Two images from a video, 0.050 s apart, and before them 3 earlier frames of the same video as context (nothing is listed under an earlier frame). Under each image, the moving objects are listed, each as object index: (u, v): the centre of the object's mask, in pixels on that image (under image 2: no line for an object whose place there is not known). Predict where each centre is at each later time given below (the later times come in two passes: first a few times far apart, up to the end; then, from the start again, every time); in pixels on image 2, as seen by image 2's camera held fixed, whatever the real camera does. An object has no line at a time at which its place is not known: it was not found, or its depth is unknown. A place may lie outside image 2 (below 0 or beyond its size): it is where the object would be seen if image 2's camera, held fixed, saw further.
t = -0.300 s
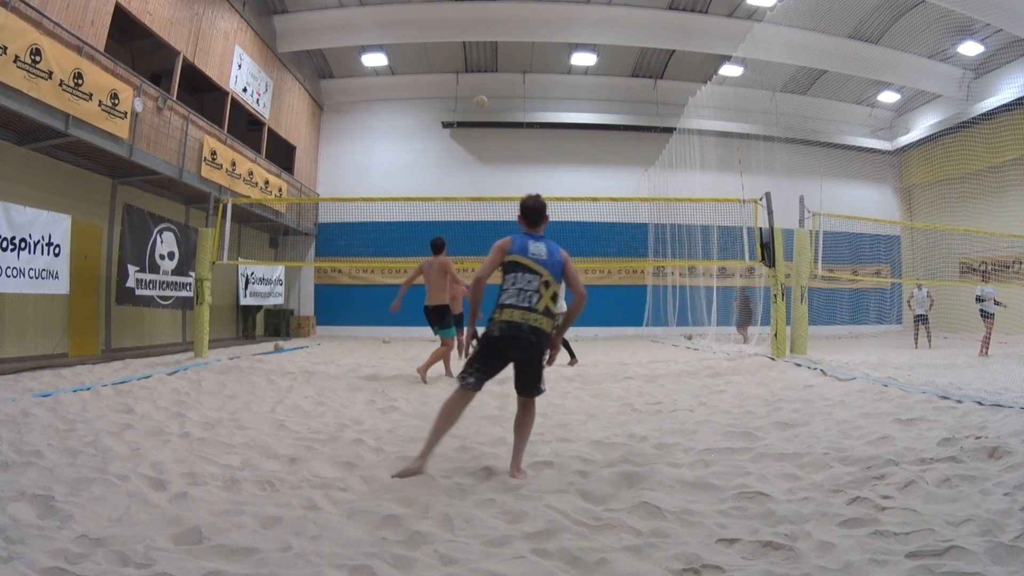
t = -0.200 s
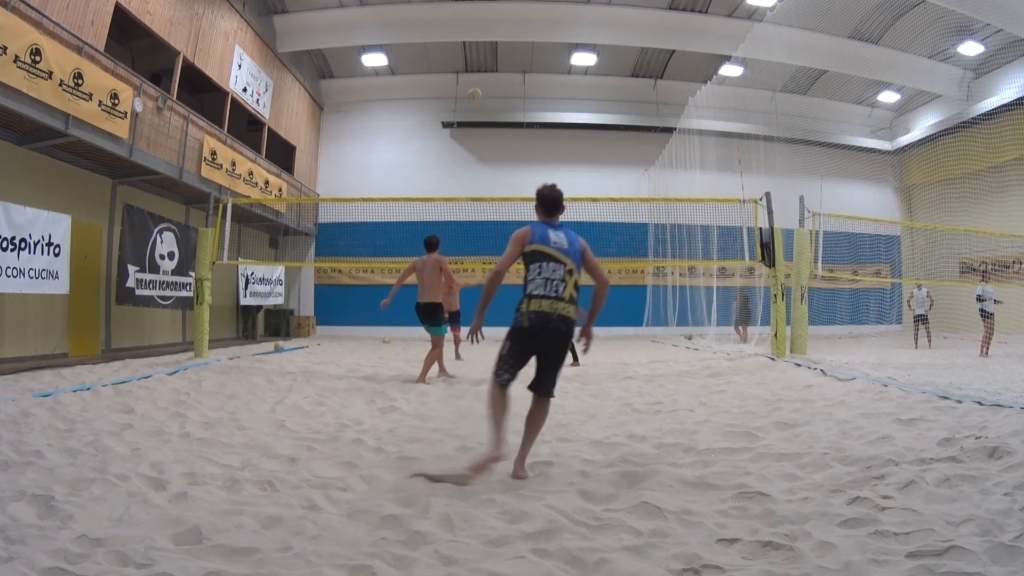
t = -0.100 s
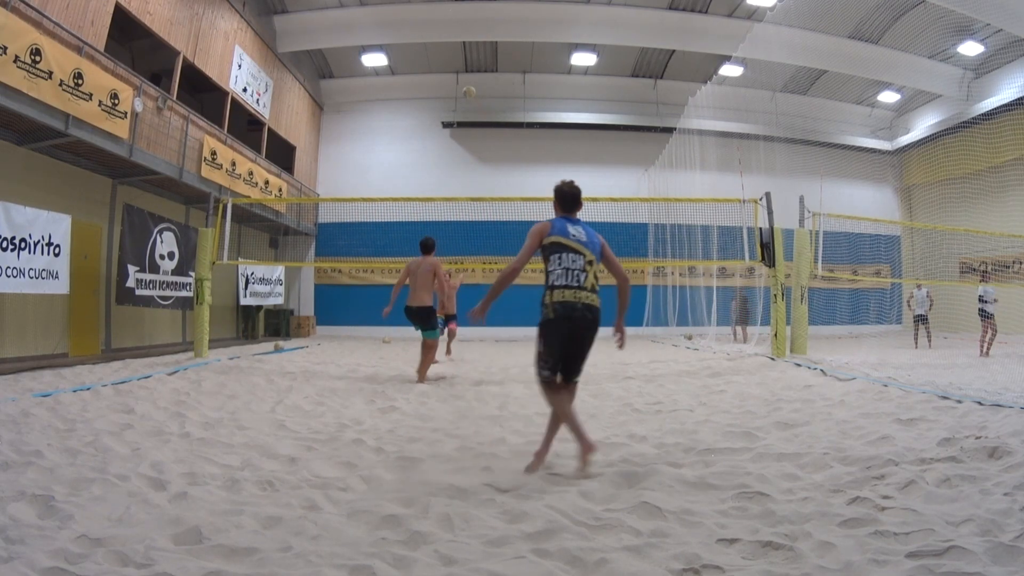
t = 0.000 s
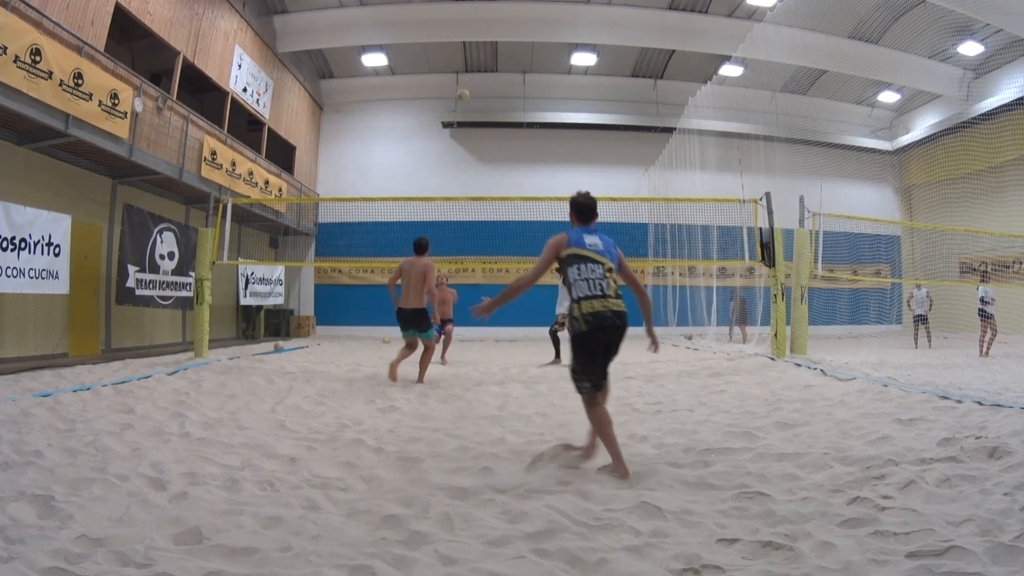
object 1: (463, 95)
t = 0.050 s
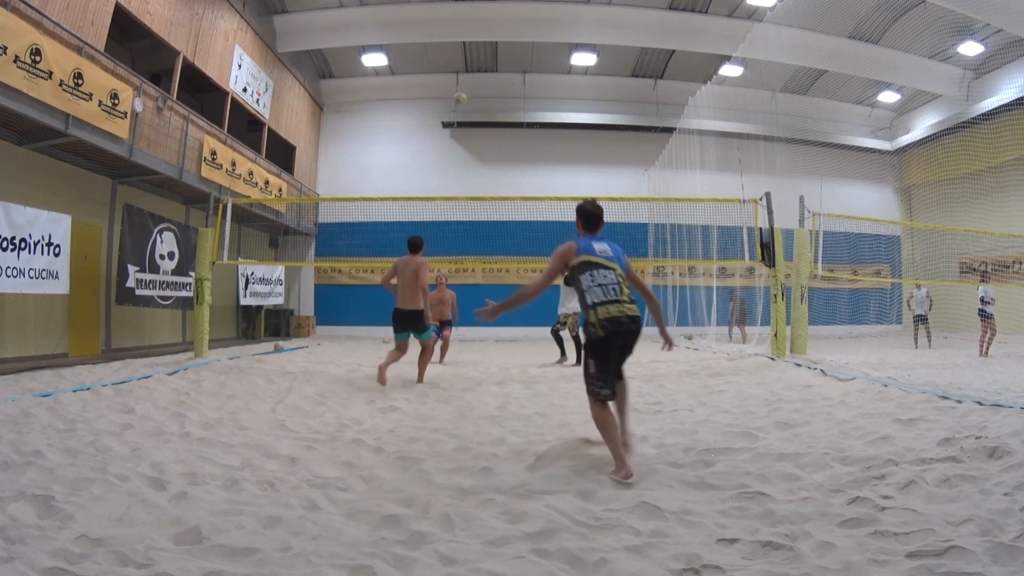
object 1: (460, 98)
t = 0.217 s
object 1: (450, 121)
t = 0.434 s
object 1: (436, 171)
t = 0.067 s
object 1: (458, 100)
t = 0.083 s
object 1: (458, 101)
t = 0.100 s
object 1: (457, 103)
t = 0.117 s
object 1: (456, 105)
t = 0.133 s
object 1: (455, 108)
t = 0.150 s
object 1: (454, 109)
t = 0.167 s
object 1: (453, 112)
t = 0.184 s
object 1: (452, 114)
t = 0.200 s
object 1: (450, 118)
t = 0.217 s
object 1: (450, 121)
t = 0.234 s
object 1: (449, 123)
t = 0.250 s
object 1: (448, 126)
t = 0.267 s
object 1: (447, 129)
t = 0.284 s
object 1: (446, 133)
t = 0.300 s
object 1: (445, 136)
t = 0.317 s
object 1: (443, 141)
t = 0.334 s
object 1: (442, 145)
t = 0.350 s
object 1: (441, 149)
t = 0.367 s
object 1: (440, 153)
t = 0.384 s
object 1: (439, 157)
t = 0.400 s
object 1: (438, 162)
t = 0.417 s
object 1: (437, 166)
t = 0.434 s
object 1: (436, 171)
